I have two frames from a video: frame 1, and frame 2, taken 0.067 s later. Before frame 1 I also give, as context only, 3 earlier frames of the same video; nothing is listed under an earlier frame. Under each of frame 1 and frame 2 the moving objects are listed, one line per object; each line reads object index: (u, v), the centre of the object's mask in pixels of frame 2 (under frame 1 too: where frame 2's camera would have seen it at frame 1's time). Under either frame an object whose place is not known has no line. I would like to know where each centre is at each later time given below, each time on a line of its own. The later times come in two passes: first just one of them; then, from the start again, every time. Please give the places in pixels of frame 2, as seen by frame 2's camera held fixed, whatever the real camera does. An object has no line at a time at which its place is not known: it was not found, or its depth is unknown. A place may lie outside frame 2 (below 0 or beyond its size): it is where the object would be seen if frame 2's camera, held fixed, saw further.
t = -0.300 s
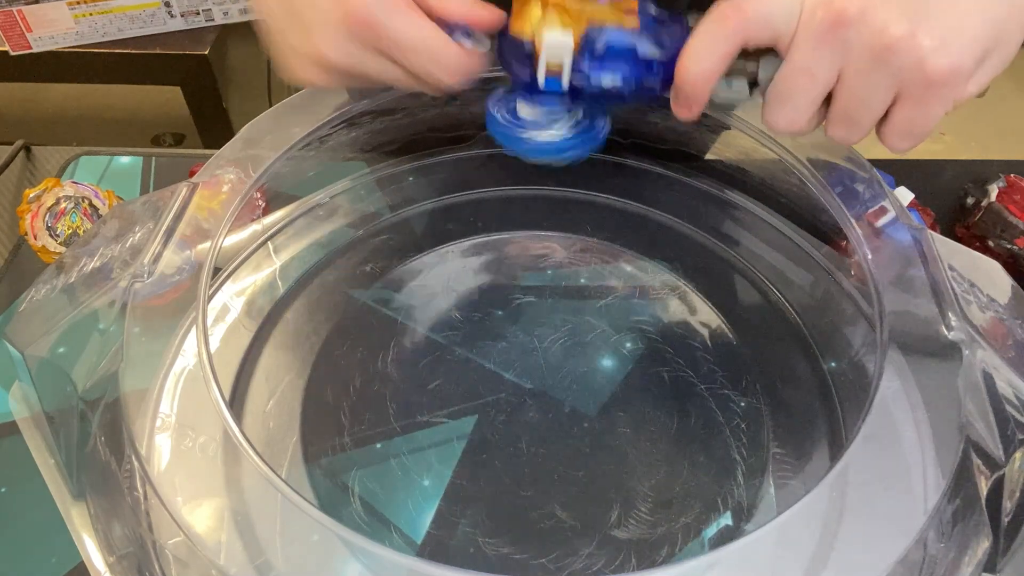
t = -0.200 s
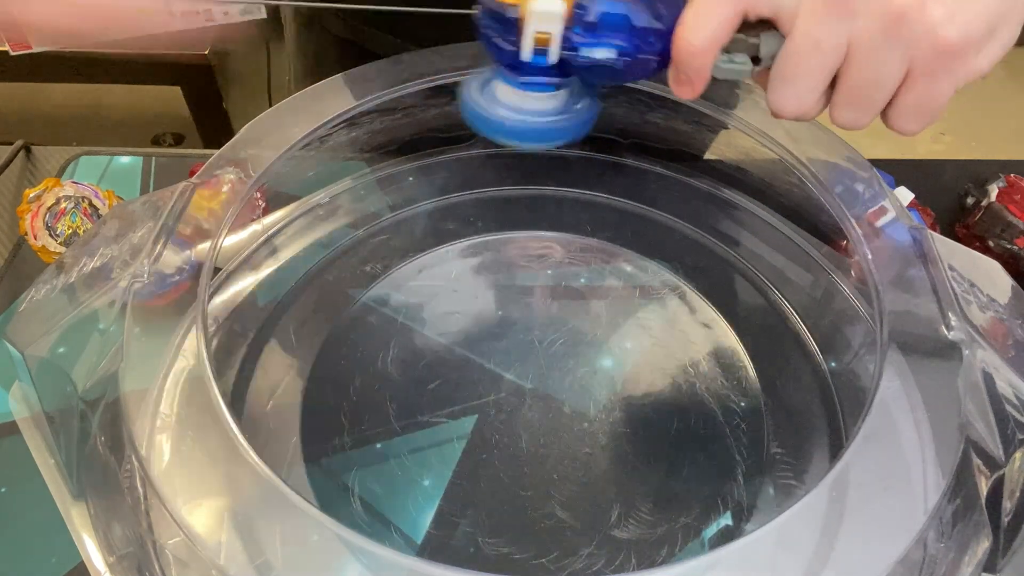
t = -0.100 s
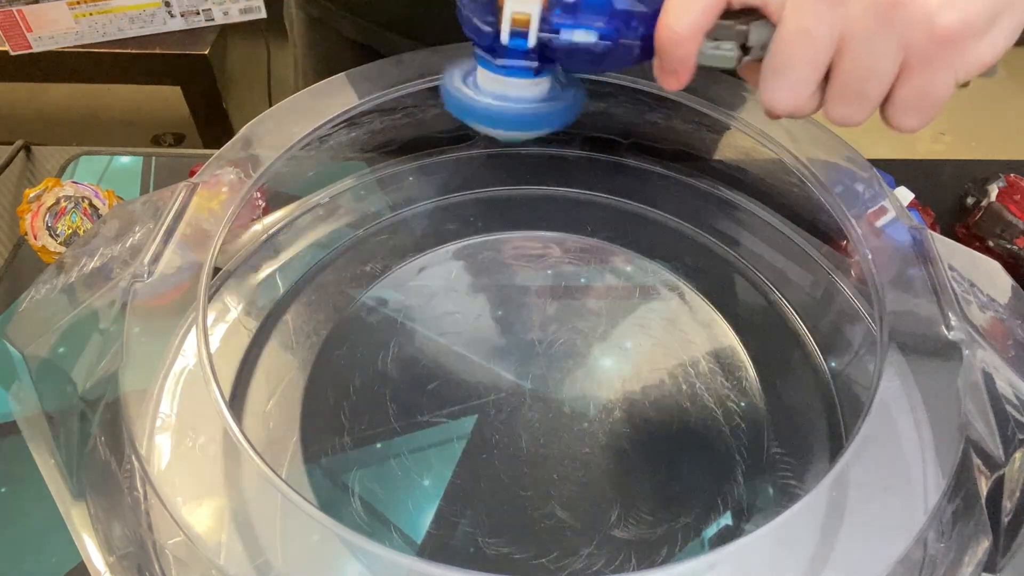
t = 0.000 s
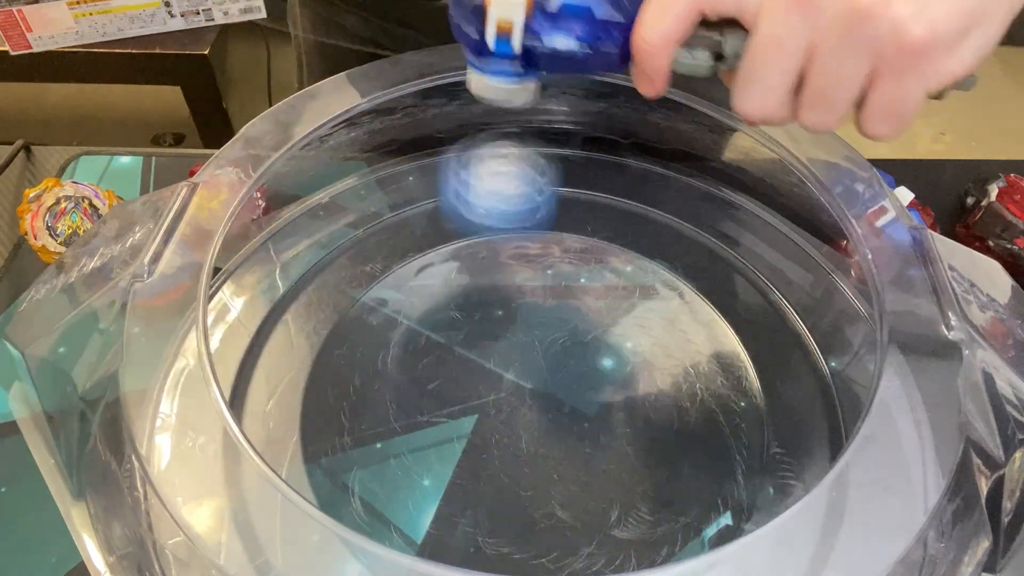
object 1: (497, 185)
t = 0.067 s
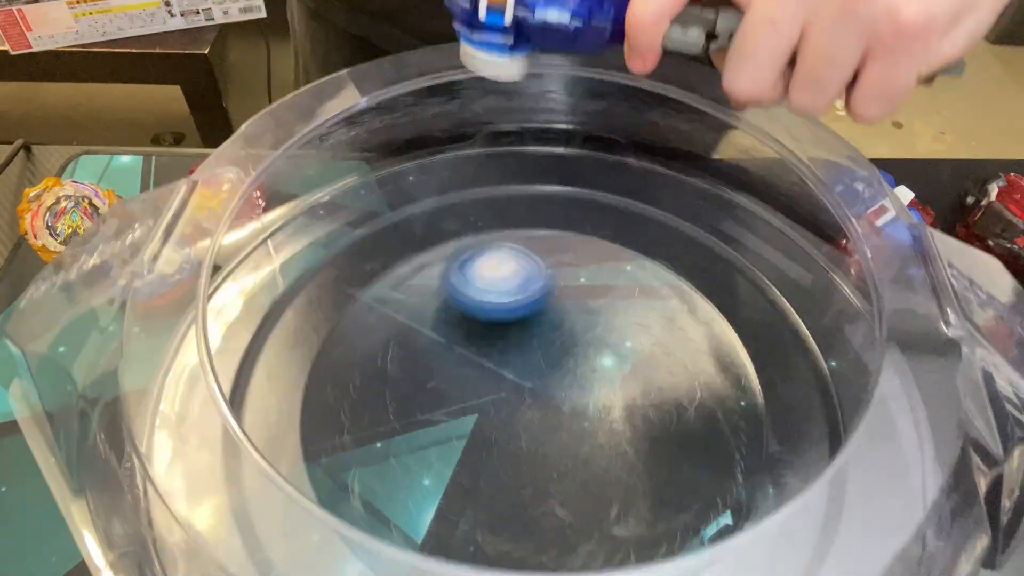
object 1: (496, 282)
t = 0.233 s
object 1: (573, 404)
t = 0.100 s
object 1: (511, 281)
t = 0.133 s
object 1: (526, 289)
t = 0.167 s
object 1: (543, 314)
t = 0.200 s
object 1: (559, 354)
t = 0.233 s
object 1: (573, 404)
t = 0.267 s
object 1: (584, 413)
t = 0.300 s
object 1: (594, 423)
